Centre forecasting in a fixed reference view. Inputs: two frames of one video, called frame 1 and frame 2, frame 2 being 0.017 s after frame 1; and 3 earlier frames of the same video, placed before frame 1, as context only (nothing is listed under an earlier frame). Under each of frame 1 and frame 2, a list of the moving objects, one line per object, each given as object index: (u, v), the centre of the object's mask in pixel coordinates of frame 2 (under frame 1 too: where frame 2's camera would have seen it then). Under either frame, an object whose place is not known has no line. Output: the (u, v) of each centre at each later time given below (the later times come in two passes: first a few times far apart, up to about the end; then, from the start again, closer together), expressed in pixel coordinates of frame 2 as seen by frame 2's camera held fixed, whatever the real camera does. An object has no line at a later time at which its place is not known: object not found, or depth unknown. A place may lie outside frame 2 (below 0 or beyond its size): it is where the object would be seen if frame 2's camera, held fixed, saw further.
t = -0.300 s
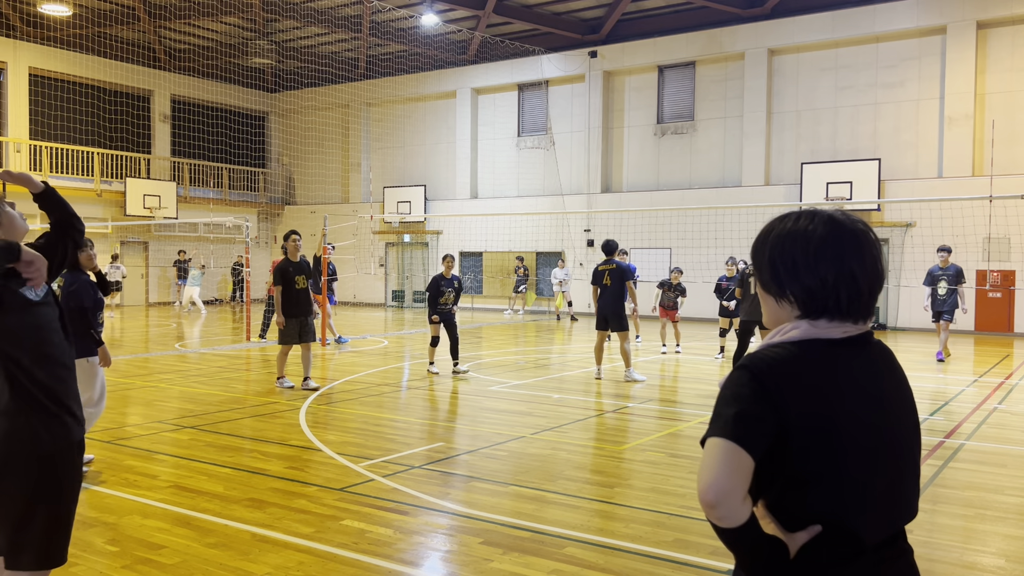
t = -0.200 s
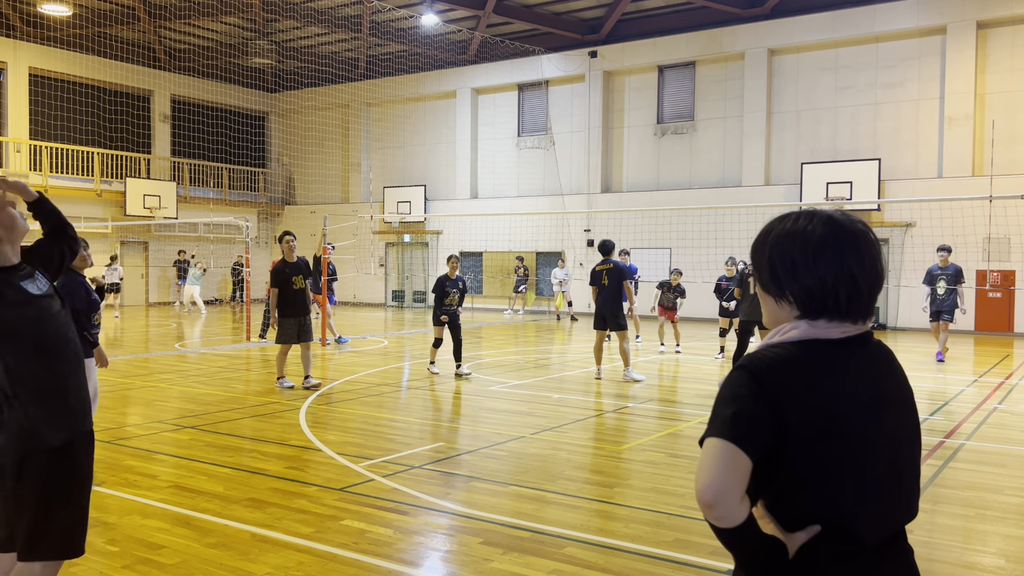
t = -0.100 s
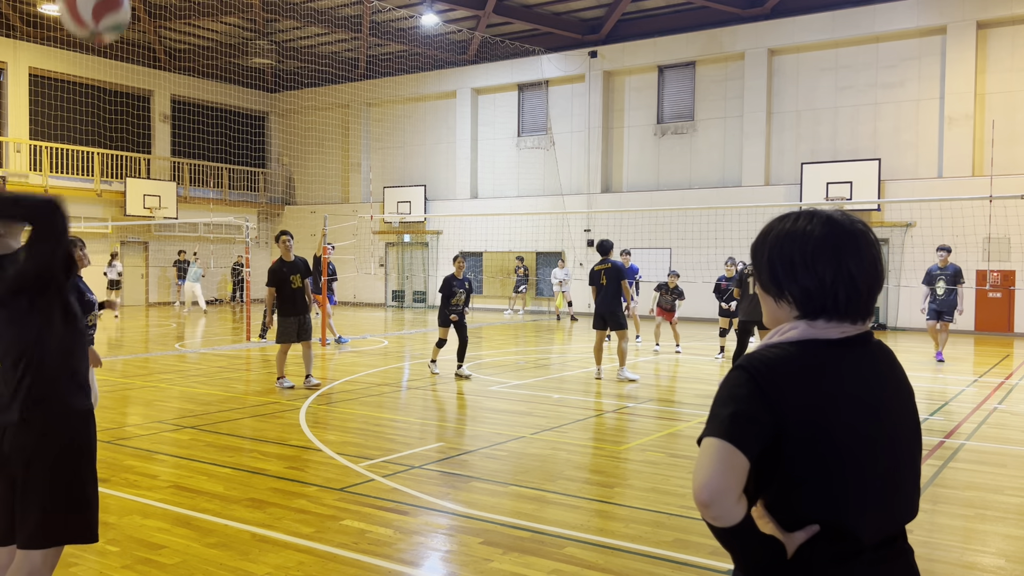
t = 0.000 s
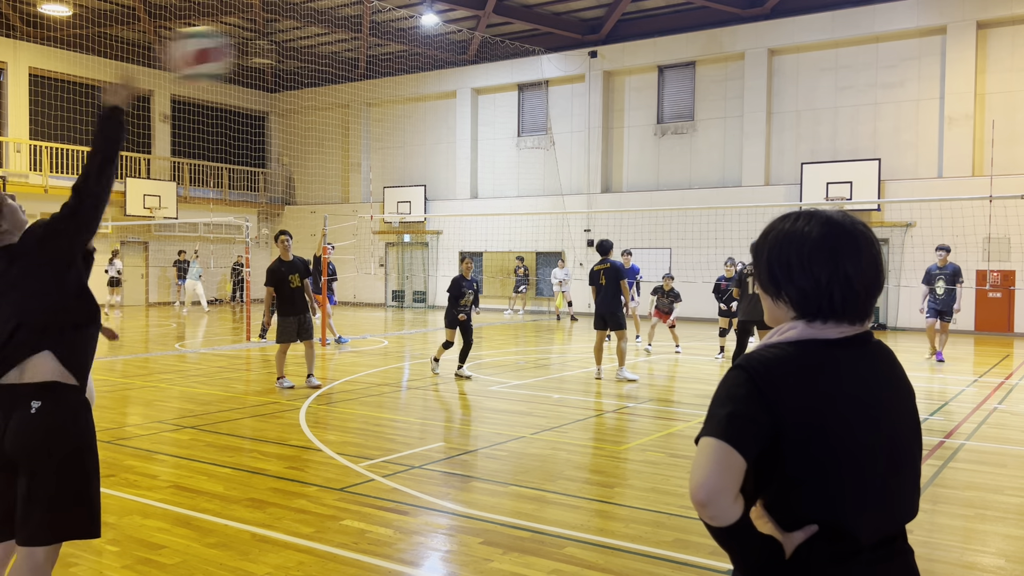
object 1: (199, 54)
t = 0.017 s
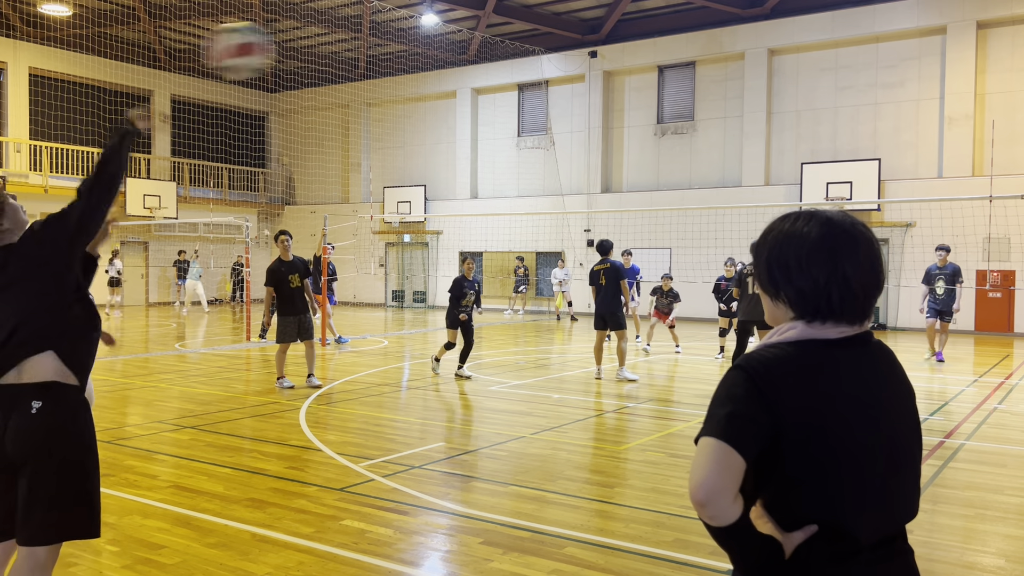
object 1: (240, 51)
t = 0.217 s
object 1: (515, 40)
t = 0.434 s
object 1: (626, 81)
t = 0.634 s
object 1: (682, 133)
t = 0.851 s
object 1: (722, 194)
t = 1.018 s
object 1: (743, 241)
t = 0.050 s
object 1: (313, 41)
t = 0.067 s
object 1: (343, 38)
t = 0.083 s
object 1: (369, 36)
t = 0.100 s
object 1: (395, 35)
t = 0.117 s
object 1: (415, 35)
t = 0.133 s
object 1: (436, 33)
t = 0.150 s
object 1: (457, 34)
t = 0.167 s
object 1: (472, 35)
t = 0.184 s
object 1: (487, 37)
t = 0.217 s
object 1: (515, 40)
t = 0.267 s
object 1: (549, 46)
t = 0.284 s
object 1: (559, 49)
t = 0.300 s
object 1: (569, 52)
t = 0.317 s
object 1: (576, 55)
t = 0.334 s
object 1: (585, 59)
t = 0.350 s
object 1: (593, 62)
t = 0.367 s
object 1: (601, 66)
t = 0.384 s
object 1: (607, 69)
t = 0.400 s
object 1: (614, 74)
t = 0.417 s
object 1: (620, 78)
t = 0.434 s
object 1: (626, 81)
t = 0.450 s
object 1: (633, 86)
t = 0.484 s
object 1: (643, 94)
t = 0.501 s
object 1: (648, 99)
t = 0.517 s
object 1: (653, 103)
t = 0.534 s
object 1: (657, 107)
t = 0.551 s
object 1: (662, 112)
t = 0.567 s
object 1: (666, 115)
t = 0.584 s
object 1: (670, 120)
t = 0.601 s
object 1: (674, 124)
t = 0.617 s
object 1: (678, 129)
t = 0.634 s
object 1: (682, 133)
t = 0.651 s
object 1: (685, 138)
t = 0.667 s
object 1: (689, 143)
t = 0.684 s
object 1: (692, 148)
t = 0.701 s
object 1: (696, 153)
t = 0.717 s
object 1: (699, 157)
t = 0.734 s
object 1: (702, 162)
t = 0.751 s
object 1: (705, 167)
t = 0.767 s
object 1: (708, 171)
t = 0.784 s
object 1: (711, 176)
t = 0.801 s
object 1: (713, 181)
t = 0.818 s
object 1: (716, 184)
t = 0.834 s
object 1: (719, 189)
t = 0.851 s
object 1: (722, 194)
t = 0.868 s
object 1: (724, 199)
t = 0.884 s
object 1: (726, 201)
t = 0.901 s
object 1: (728, 209)
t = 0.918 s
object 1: (731, 214)
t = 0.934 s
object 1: (732, 218)
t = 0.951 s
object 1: (734, 223)
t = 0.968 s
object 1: (737, 227)
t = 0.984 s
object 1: (739, 232)
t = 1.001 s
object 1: (741, 237)
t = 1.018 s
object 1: (743, 241)
